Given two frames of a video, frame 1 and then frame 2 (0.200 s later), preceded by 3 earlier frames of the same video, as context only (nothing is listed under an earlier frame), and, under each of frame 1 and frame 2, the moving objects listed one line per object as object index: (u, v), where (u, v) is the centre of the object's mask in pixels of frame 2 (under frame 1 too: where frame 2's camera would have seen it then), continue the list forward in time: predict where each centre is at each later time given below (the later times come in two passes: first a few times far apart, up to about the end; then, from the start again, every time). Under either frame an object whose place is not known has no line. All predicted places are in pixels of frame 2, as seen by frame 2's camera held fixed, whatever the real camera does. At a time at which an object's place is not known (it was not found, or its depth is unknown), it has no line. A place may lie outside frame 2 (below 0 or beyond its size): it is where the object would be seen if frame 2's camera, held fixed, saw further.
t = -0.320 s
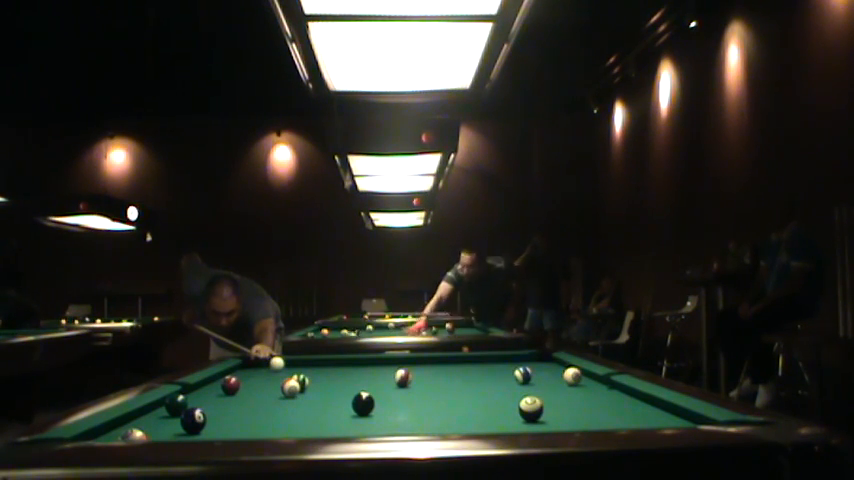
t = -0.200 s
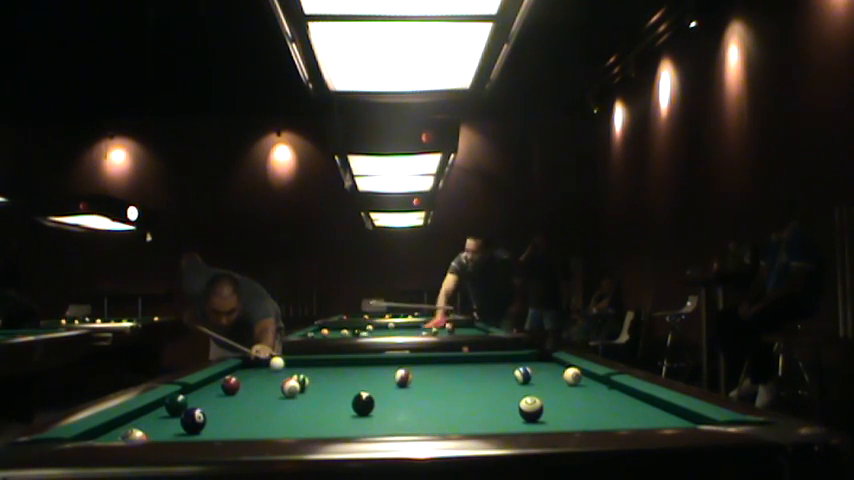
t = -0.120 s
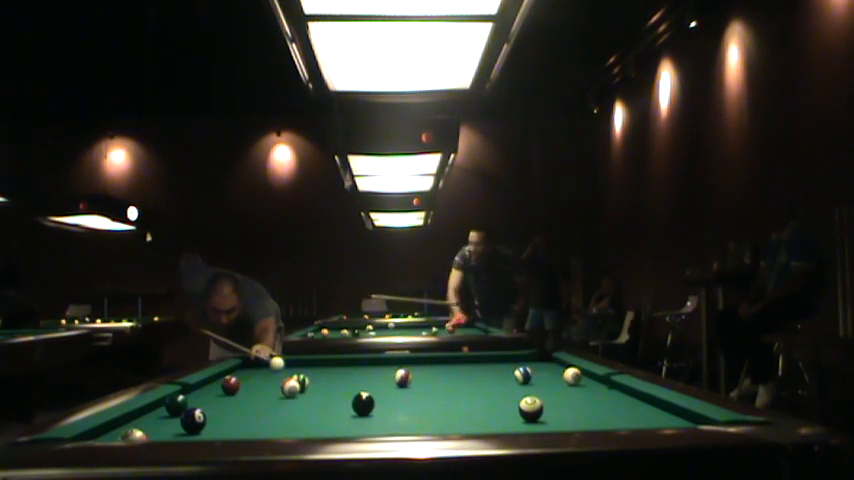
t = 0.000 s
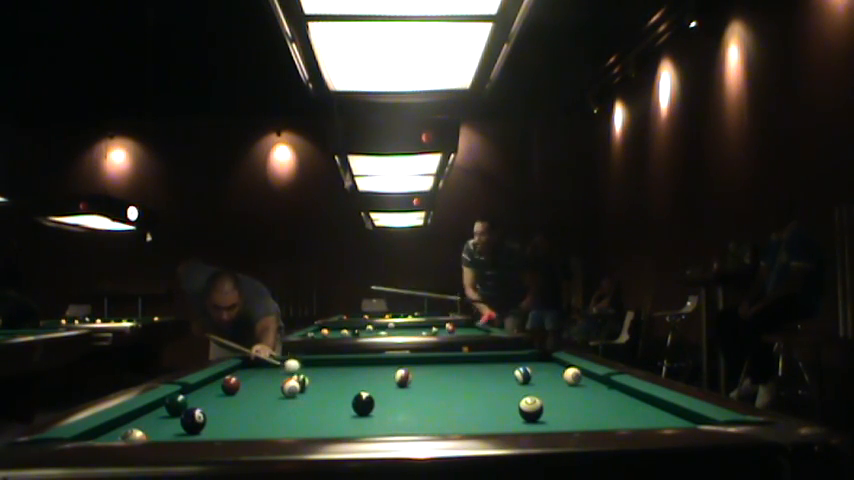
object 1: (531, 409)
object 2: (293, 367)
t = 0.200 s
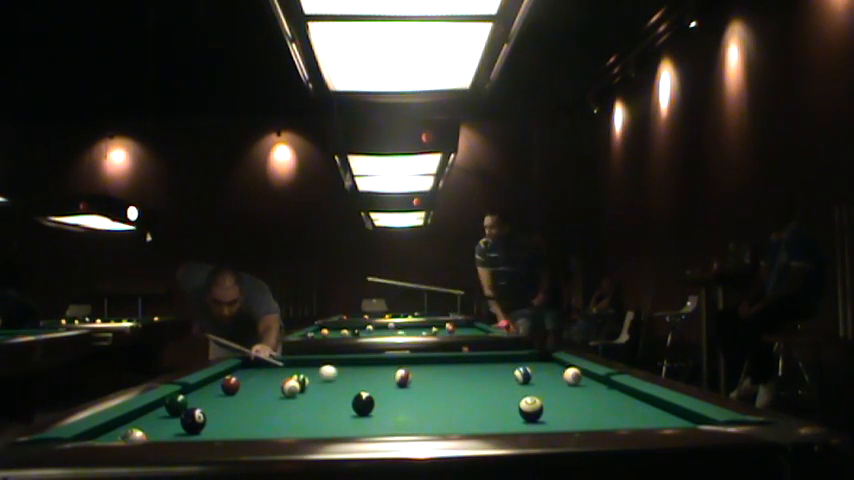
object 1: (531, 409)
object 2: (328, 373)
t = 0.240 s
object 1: (531, 409)
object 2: (336, 374)
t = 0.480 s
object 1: (531, 409)
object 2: (387, 384)
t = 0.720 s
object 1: (531, 409)
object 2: (452, 395)
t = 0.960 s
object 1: (557, 412)
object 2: (511, 407)
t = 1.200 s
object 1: (656, 420)
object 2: (512, 413)
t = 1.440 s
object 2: (516, 418)
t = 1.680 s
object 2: (522, 421)
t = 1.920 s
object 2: (526, 426)
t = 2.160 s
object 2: (526, 426)
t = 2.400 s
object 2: (524, 423)
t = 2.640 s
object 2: (521, 422)
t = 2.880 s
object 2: (520, 420)
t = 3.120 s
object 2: (518, 419)
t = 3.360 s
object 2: (516, 417)
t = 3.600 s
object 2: (514, 417)
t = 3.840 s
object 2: (514, 416)
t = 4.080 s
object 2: (513, 415)
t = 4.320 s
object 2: (513, 414)
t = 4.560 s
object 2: (513, 414)
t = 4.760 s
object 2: (512, 414)
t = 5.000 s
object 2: (512, 413)
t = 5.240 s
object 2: (512, 413)
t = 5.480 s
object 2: (512, 414)
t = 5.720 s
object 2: (512, 413)
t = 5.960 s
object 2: (512, 413)
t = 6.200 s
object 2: (512, 413)
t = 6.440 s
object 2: (512, 413)
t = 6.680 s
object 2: (512, 414)
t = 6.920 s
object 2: (512, 413)
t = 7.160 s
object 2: (512, 413)
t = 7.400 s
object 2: (512, 413)
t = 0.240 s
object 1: (531, 409)
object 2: (336, 374)
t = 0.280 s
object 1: (531, 409)
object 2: (343, 376)
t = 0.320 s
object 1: (531, 409)
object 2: (352, 377)
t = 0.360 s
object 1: (531, 409)
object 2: (360, 378)
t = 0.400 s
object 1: (531, 409)
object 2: (368, 380)
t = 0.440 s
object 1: (531, 409)
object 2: (378, 382)
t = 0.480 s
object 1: (531, 409)
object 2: (387, 384)
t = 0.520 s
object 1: (531, 409)
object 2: (397, 386)
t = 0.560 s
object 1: (531, 409)
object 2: (407, 388)
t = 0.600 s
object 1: (531, 409)
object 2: (418, 390)
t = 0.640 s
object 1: (531, 409)
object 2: (429, 392)
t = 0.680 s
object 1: (531, 409)
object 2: (440, 393)
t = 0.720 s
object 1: (531, 409)
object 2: (452, 395)
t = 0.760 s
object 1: (531, 409)
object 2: (465, 397)
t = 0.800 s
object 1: (531, 409)
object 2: (478, 399)
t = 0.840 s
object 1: (531, 409)
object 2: (492, 402)
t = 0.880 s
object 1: (531, 409)
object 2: (506, 404)
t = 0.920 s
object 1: (538, 409)
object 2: (513, 407)
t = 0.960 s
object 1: (557, 412)
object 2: (511, 407)
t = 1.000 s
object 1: (575, 414)
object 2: (509, 408)
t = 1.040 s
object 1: (592, 416)
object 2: (508, 409)
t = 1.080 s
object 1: (609, 415)
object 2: (509, 409)
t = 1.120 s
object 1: (625, 418)
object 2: (510, 411)
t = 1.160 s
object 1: (639, 418)
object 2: (511, 412)
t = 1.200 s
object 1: (656, 420)
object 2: (512, 413)
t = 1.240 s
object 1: (672, 419)
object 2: (512, 413)
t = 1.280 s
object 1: (690, 421)
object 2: (513, 415)
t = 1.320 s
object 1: (706, 421)
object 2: (514, 415)
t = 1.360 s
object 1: (724, 422)
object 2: (515, 416)
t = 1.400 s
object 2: (516, 417)
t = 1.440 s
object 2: (516, 418)
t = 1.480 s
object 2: (517, 419)
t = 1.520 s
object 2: (518, 419)
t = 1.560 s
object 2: (519, 420)
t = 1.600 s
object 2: (520, 420)
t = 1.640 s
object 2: (521, 421)
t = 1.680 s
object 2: (522, 421)
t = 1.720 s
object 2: (522, 422)
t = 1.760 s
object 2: (523, 423)
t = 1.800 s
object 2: (524, 423)
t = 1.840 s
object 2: (525, 423)
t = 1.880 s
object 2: (526, 424)
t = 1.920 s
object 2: (526, 426)
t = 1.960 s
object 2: (527, 426)
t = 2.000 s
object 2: (528, 427)
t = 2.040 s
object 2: (528, 427)
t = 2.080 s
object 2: (527, 426)
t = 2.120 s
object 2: (527, 426)
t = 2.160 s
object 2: (526, 426)
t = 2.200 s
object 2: (526, 425)
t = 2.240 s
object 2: (525, 425)
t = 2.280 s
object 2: (525, 424)
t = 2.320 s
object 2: (524, 424)
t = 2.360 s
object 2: (524, 424)
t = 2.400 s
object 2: (524, 423)
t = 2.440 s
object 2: (523, 423)
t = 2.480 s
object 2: (522, 423)
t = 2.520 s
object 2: (522, 423)
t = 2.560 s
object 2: (522, 422)
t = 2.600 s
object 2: (521, 422)
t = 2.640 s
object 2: (521, 422)
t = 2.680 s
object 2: (521, 421)
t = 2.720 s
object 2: (520, 421)
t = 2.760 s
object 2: (520, 421)
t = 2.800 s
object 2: (520, 421)
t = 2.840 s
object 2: (520, 421)
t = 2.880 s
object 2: (520, 420)
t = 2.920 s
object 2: (519, 420)
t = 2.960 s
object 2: (519, 420)
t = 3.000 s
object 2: (519, 419)
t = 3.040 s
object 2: (519, 419)
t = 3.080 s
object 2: (518, 420)
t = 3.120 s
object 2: (518, 419)
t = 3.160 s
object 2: (517, 419)
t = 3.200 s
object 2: (517, 418)
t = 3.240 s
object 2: (516, 419)
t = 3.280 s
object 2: (516, 418)
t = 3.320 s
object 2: (516, 418)
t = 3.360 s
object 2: (516, 417)
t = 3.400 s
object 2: (515, 418)
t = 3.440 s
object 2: (515, 417)
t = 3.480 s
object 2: (515, 417)
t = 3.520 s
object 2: (515, 417)
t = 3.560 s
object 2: (515, 417)
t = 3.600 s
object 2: (514, 417)
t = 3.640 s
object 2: (514, 416)
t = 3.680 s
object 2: (514, 416)
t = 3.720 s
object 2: (514, 416)
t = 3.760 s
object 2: (514, 416)
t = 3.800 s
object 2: (514, 416)
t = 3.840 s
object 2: (514, 416)
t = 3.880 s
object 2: (514, 416)
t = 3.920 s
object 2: (514, 415)
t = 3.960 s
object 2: (514, 415)
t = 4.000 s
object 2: (514, 415)
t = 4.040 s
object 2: (514, 414)
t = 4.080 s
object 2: (513, 415)
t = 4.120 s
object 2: (513, 415)
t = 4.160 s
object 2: (513, 414)
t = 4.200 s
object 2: (513, 414)
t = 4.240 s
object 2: (513, 414)
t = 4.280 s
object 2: (513, 414)
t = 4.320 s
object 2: (513, 414)
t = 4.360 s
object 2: (513, 414)
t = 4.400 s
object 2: (513, 414)
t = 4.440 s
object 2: (513, 414)
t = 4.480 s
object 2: (513, 414)
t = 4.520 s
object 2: (513, 414)
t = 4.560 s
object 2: (513, 414)
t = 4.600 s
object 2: (513, 414)
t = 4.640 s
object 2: (513, 414)
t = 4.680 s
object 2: (513, 413)
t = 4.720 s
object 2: (513, 413)
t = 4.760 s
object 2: (512, 414)
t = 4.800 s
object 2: (512, 413)
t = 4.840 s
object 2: (512, 414)
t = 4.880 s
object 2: (512, 414)
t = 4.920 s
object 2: (512, 414)
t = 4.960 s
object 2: (512, 414)
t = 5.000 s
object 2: (512, 413)
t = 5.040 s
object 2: (512, 413)
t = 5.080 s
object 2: (512, 414)
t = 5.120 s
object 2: (512, 413)
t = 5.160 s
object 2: (512, 413)
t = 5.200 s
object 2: (512, 414)
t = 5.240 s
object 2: (512, 413)
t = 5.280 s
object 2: (512, 413)
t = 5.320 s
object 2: (512, 413)
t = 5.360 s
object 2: (512, 413)
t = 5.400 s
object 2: (512, 414)
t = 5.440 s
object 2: (512, 414)
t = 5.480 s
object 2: (512, 414)
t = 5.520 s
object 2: (512, 414)
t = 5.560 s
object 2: (512, 413)
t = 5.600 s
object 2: (512, 413)
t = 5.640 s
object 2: (512, 414)
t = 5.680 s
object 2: (512, 413)
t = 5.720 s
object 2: (512, 413)
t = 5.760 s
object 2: (512, 414)
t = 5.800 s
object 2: (512, 414)
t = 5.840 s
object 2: (512, 413)
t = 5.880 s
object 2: (512, 413)
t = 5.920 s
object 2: (512, 414)
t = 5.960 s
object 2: (512, 413)
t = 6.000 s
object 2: (512, 413)
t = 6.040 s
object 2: (512, 414)
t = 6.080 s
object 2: (512, 413)
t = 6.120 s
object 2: (512, 413)
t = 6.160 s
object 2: (512, 414)
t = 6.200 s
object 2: (512, 413)
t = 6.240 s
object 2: (512, 413)
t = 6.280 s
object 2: (512, 413)
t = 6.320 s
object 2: (512, 413)
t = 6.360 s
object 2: (512, 414)
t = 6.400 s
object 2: (512, 413)
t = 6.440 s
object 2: (512, 413)
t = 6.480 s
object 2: (512, 414)
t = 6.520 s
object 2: (512, 414)
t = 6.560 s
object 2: (512, 413)
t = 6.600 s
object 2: (512, 413)
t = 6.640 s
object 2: (512, 413)
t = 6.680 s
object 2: (512, 414)
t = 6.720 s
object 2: (512, 413)
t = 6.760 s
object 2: (512, 413)
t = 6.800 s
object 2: (512, 413)
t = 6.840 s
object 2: (512, 413)
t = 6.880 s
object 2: (512, 413)
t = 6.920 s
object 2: (512, 413)
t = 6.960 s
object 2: (512, 413)
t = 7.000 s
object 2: (512, 413)
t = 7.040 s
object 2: (512, 413)
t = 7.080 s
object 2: (512, 413)
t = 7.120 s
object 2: (512, 413)
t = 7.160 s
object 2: (512, 413)
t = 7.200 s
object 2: (512, 413)
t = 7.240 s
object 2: (512, 413)
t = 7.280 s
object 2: (512, 413)
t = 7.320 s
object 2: (512, 413)
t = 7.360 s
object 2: (512, 413)
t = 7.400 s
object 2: (512, 413)
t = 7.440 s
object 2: (512, 413)
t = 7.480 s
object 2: (512, 413)
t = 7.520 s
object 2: (512, 413)
